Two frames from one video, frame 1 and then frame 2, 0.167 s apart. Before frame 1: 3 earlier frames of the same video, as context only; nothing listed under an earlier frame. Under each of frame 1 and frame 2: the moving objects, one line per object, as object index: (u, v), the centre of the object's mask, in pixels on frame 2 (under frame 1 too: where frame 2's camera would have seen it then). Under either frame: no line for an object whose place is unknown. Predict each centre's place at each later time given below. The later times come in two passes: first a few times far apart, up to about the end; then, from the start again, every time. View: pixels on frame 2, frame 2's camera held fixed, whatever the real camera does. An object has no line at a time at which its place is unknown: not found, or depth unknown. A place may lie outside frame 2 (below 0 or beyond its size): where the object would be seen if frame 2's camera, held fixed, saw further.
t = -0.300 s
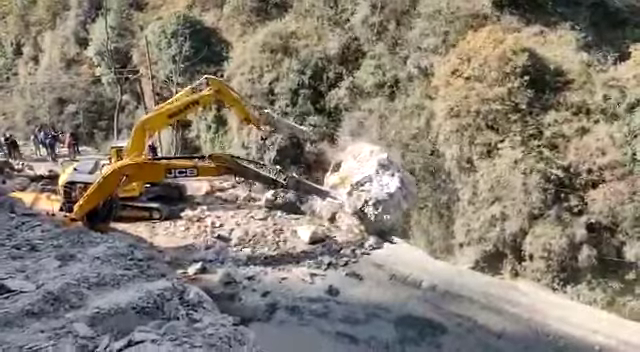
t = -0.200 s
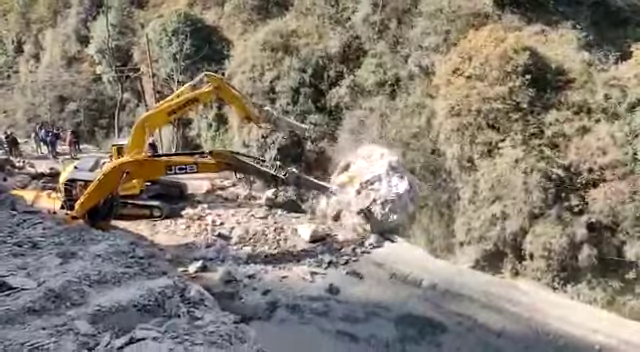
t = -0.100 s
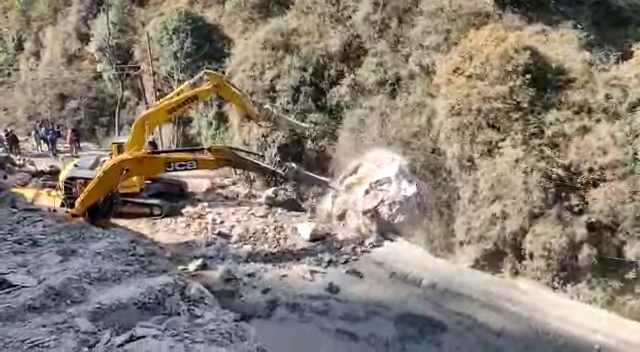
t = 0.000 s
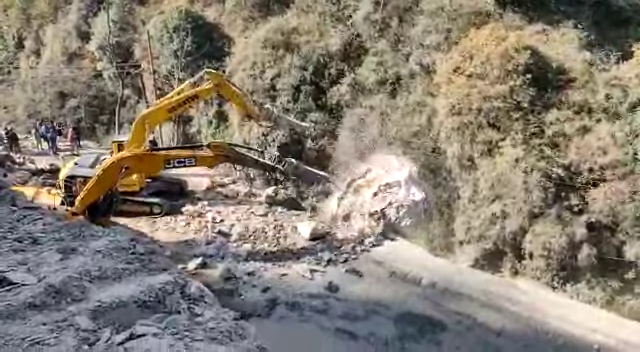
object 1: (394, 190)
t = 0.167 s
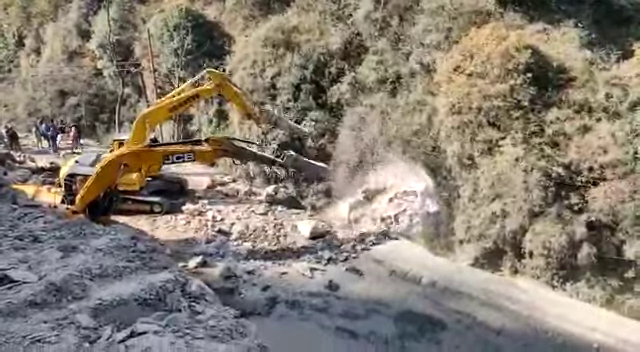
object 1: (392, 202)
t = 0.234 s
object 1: (400, 205)
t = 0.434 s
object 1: (417, 231)
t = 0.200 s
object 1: (396, 204)
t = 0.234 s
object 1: (400, 205)
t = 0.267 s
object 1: (403, 207)
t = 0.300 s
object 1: (405, 209)
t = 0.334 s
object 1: (409, 212)
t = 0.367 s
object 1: (413, 225)
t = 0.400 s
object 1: (414, 227)
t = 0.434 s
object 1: (417, 231)
